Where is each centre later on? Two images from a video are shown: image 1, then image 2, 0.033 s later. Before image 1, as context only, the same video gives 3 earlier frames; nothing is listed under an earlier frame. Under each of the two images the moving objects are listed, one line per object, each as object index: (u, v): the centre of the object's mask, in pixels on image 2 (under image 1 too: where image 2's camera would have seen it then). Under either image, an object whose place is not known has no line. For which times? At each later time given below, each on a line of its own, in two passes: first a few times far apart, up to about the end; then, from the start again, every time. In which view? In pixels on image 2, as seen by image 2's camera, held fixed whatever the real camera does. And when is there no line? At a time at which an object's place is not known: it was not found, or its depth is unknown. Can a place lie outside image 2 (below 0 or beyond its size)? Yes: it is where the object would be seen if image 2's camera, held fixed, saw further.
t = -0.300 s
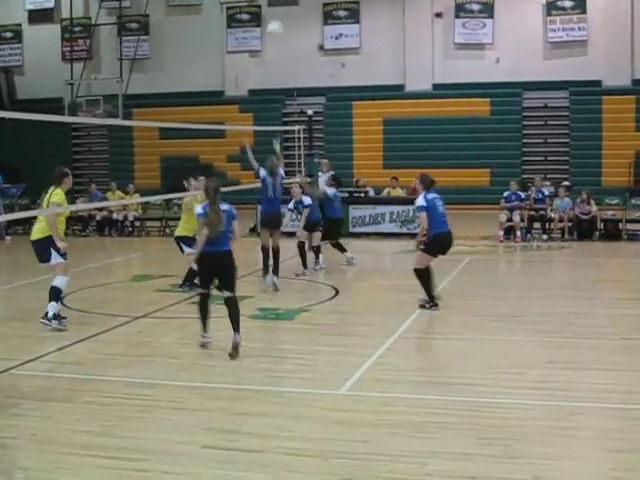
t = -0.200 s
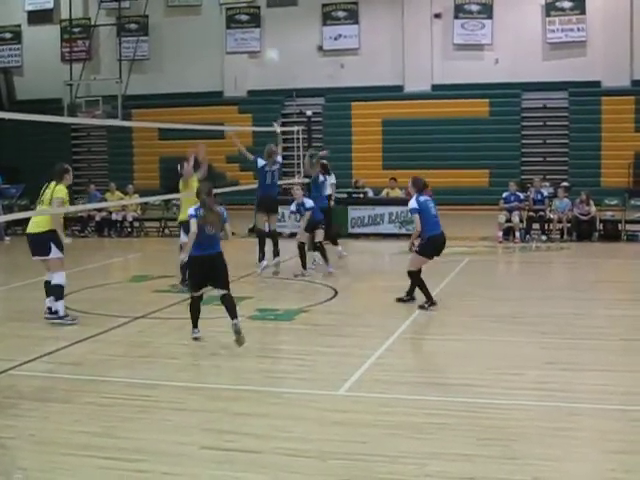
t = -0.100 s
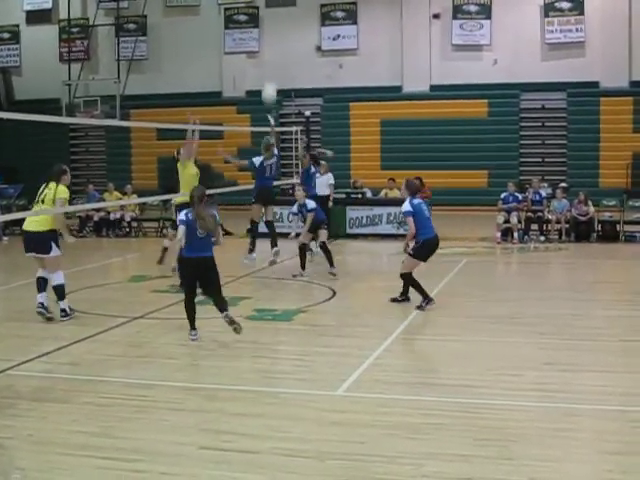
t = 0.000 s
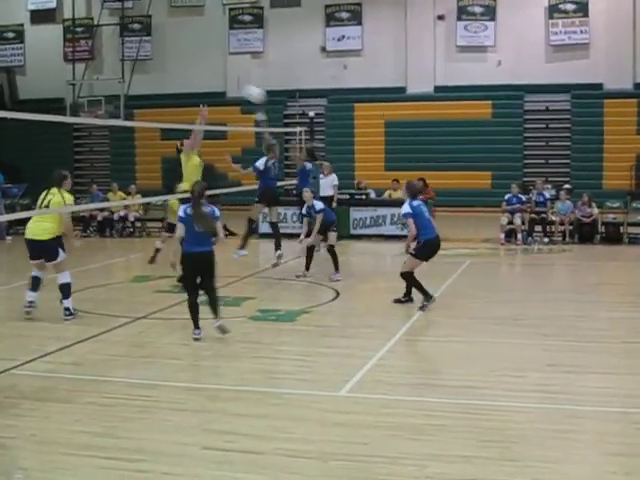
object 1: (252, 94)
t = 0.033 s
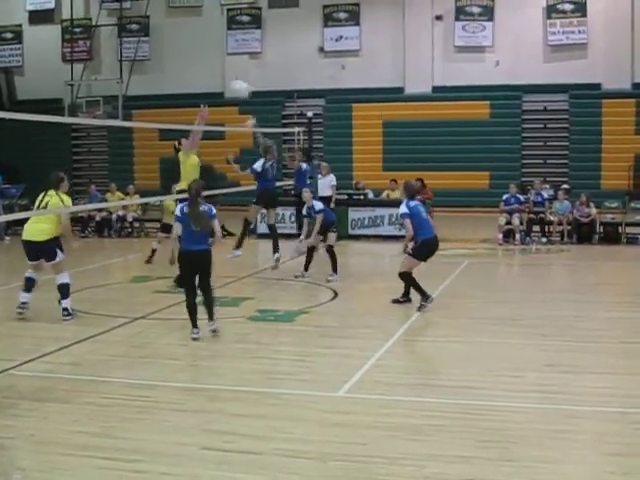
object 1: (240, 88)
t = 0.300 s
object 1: (148, 70)
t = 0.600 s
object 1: (58, 109)
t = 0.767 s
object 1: (12, 154)
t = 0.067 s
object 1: (227, 83)
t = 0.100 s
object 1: (216, 78)
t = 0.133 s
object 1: (205, 74)
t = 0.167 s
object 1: (193, 71)
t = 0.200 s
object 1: (181, 69)
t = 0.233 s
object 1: (171, 69)
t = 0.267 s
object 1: (159, 69)
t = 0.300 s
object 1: (148, 70)
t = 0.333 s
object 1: (138, 71)
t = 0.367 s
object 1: (128, 73)
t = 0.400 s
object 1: (118, 77)
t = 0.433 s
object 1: (108, 79)
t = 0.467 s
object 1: (97, 85)
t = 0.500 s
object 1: (87, 89)
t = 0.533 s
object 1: (77, 96)
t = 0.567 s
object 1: (67, 102)
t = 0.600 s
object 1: (58, 109)
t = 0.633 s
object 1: (49, 117)
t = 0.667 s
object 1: (38, 128)
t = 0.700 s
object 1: (30, 134)
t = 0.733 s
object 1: (21, 144)
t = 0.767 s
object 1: (12, 154)
